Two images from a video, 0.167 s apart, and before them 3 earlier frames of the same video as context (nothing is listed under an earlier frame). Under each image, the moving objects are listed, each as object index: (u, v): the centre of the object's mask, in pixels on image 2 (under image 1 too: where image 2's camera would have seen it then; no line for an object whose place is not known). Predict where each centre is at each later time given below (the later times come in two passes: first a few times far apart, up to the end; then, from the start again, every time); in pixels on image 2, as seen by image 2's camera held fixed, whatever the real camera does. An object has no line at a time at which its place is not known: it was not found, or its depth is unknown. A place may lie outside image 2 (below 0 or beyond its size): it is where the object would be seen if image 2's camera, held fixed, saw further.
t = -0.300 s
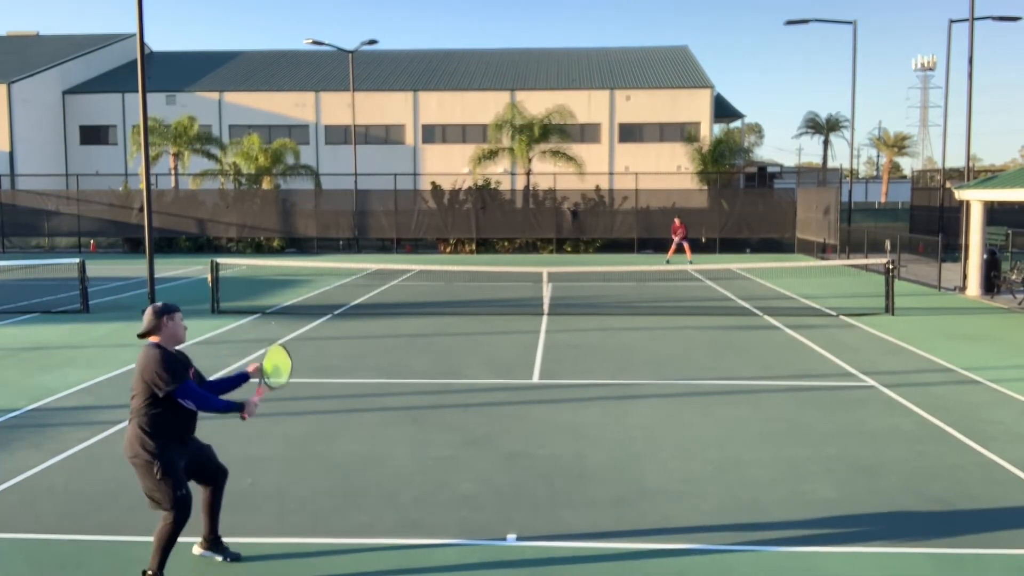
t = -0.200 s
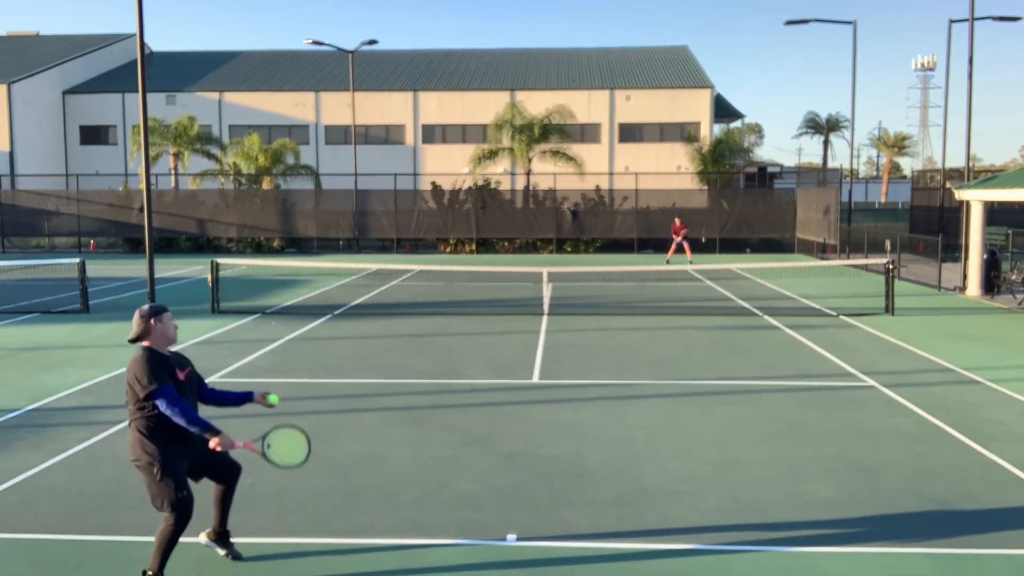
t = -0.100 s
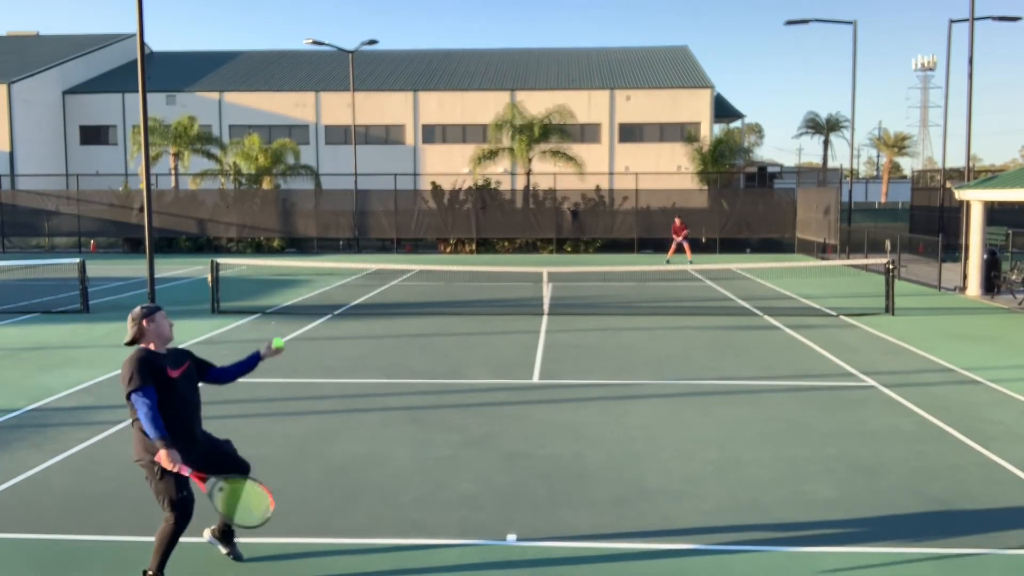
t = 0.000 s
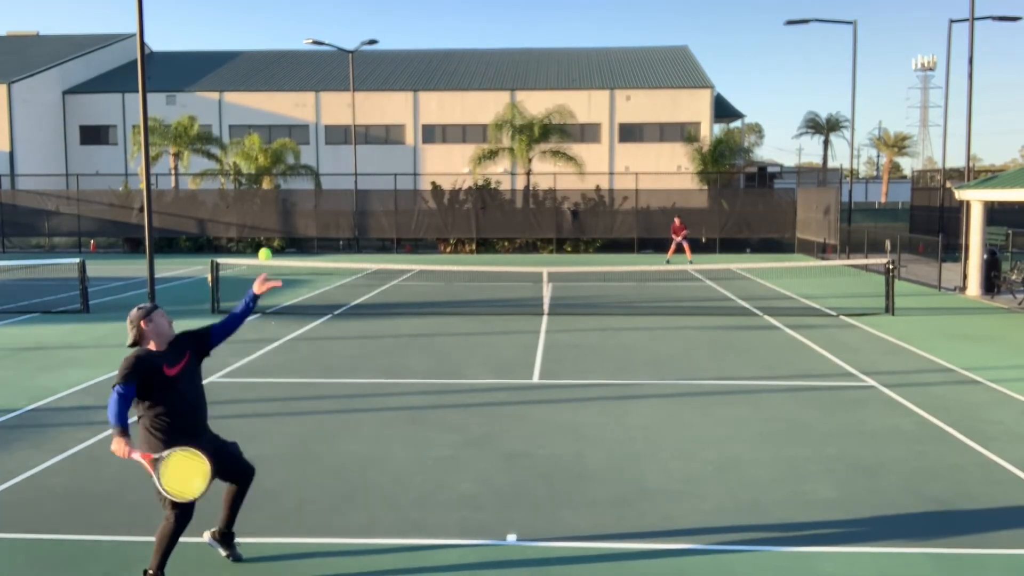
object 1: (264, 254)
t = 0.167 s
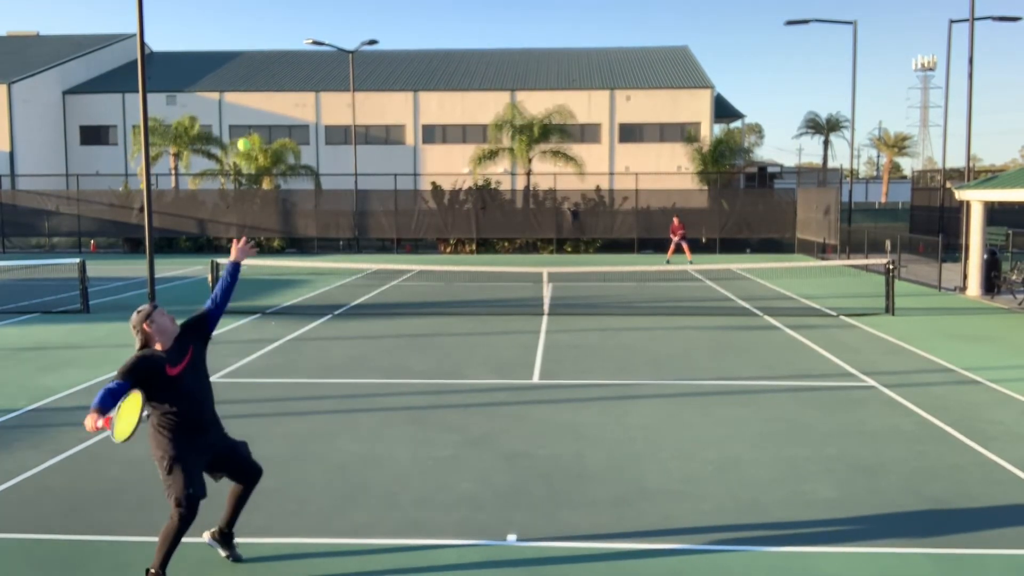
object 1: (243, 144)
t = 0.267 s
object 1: (232, 101)
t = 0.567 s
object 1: (201, 71)
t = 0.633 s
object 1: (196, 84)
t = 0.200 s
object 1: (239, 128)
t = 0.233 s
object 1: (235, 113)
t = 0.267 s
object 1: (232, 101)
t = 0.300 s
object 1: (228, 90)
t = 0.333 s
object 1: (224, 81)
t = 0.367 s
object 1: (221, 75)
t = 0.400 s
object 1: (217, 70)
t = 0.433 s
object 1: (214, 66)
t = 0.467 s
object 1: (211, 65)
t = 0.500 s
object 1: (207, 65)
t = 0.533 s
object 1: (204, 67)
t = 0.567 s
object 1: (201, 71)
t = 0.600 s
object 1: (199, 77)
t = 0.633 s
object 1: (196, 84)
